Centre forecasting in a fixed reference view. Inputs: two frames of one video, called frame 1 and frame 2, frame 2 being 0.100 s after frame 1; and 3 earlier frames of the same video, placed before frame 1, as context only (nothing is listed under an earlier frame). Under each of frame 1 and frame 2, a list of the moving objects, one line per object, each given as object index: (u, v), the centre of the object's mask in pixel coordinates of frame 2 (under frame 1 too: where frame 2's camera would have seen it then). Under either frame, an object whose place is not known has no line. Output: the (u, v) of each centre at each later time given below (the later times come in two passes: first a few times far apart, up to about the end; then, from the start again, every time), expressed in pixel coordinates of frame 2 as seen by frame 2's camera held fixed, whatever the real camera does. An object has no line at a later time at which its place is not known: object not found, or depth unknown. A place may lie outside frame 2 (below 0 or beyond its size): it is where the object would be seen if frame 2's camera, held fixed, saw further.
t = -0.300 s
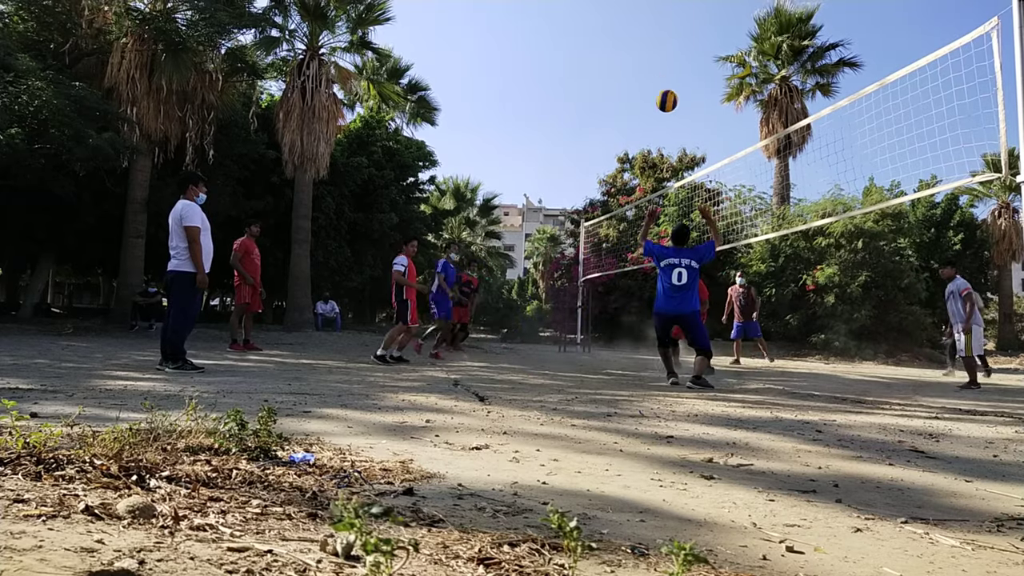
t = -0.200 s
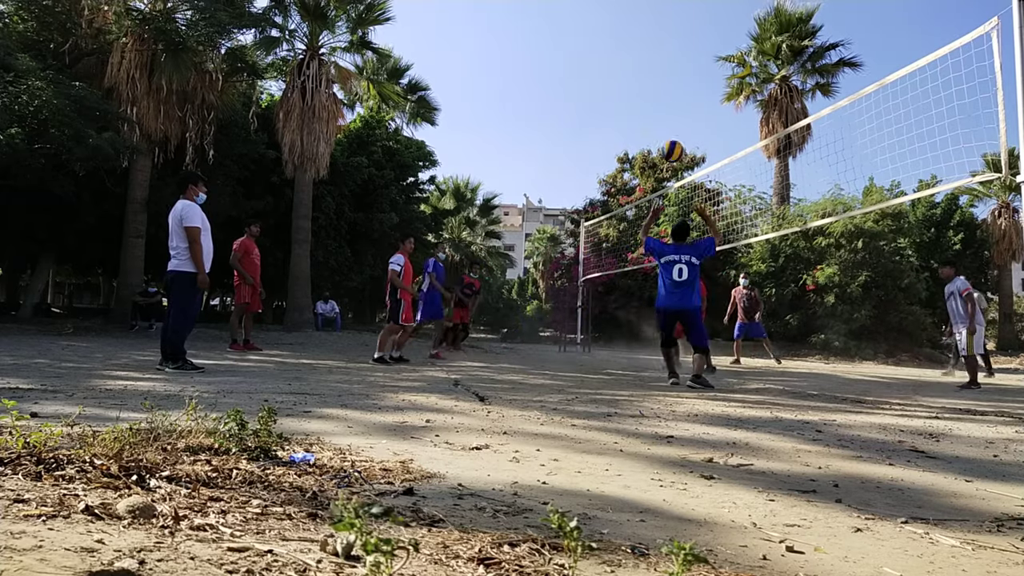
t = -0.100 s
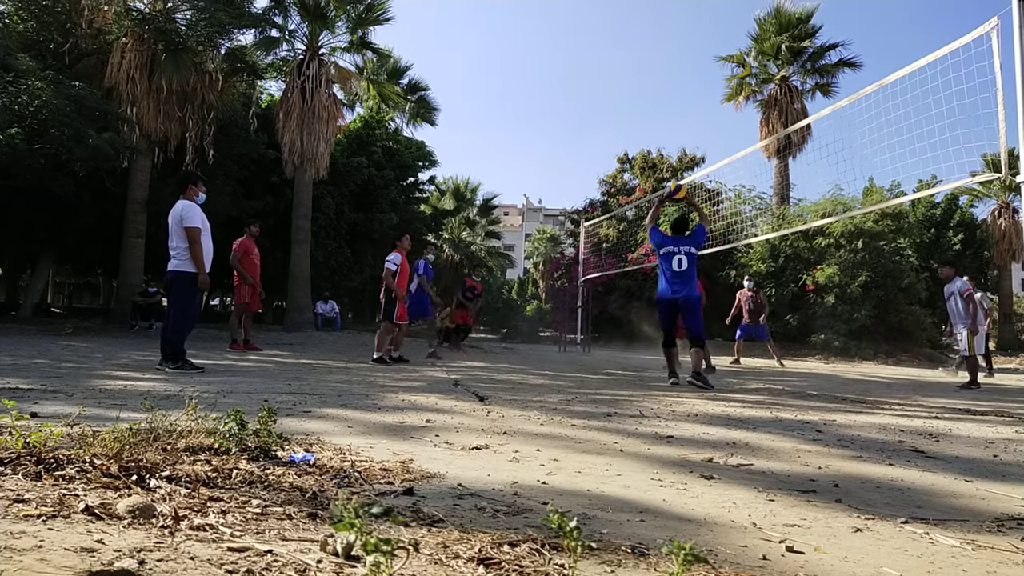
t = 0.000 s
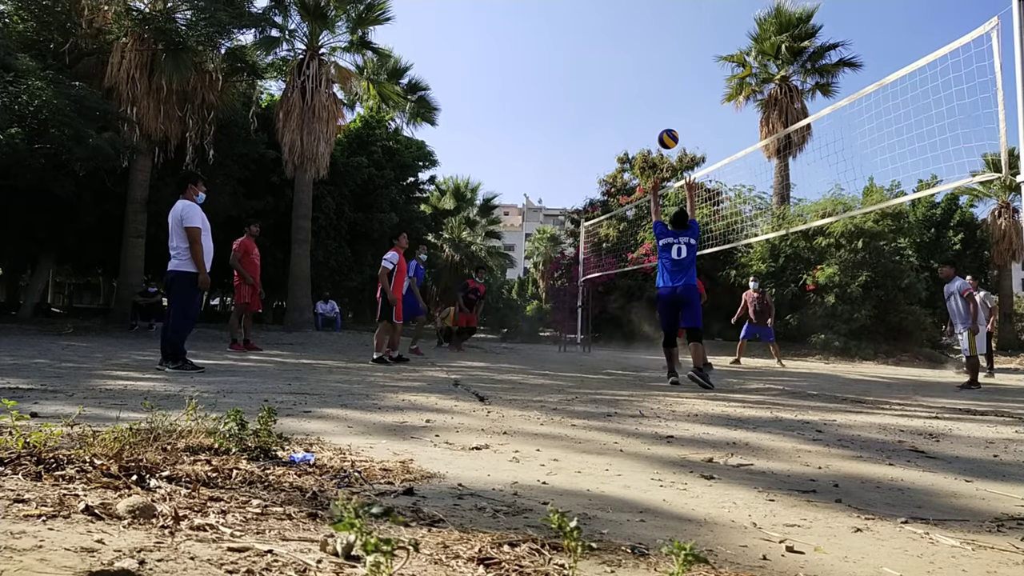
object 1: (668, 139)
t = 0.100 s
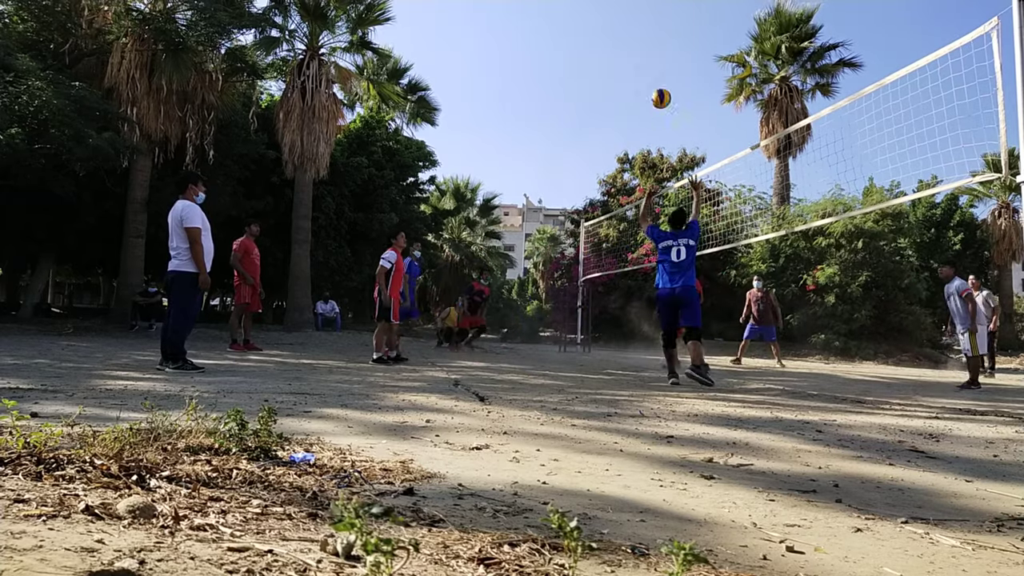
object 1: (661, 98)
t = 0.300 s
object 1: (648, 53)
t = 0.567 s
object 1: (634, 49)
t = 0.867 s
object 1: (621, 100)
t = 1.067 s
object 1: (612, 159)
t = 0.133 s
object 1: (659, 88)
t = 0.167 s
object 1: (656, 78)
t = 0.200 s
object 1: (654, 71)
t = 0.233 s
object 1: (652, 64)
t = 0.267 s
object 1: (650, 58)
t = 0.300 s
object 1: (648, 53)
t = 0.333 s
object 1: (646, 49)
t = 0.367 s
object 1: (644, 46)
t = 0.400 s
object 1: (643, 45)
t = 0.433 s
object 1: (641, 44)
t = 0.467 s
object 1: (640, 44)
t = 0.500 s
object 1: (638, 45)
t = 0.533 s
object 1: (636, 46)
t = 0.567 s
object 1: (634, 49)
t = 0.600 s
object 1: (633, 52)
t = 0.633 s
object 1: (631, 56)
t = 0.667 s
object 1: (630, 60)
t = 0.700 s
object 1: (628, 65)
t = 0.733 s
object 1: (627, 71)
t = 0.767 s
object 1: (625, 77)
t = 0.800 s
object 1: (624, 85)
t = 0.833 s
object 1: (623, 92)
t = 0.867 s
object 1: (621, 100)
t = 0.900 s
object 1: (619, 108)
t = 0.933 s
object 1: (618, 118)
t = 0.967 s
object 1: (616, 127)
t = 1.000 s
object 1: (615, 138)
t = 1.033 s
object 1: (613, 148)
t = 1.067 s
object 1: (612, 159)
